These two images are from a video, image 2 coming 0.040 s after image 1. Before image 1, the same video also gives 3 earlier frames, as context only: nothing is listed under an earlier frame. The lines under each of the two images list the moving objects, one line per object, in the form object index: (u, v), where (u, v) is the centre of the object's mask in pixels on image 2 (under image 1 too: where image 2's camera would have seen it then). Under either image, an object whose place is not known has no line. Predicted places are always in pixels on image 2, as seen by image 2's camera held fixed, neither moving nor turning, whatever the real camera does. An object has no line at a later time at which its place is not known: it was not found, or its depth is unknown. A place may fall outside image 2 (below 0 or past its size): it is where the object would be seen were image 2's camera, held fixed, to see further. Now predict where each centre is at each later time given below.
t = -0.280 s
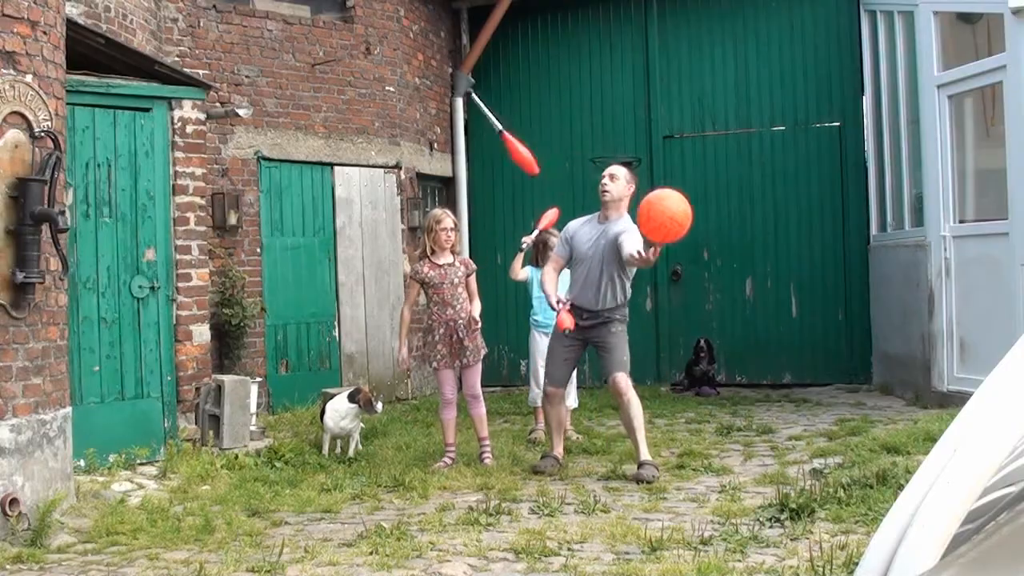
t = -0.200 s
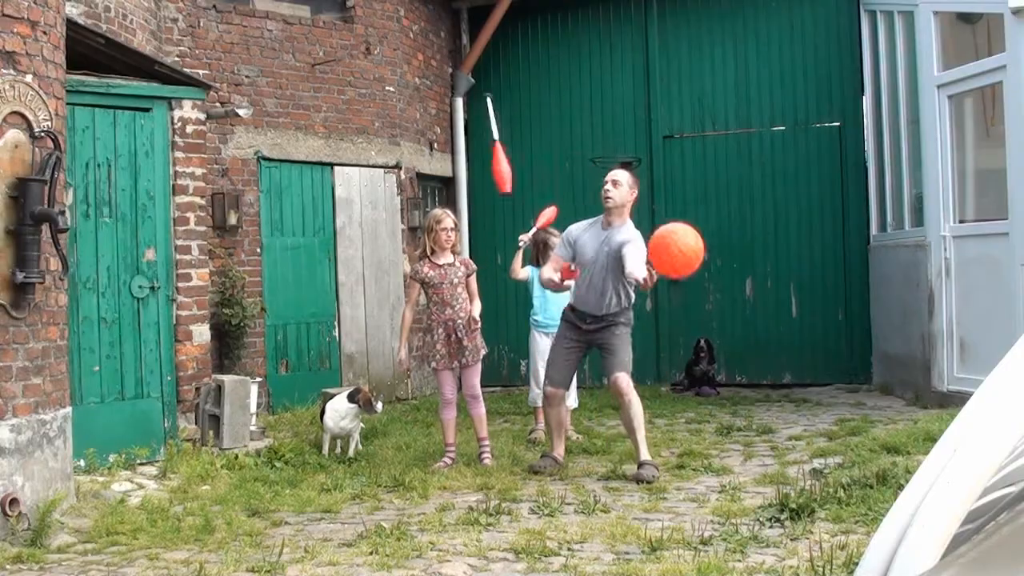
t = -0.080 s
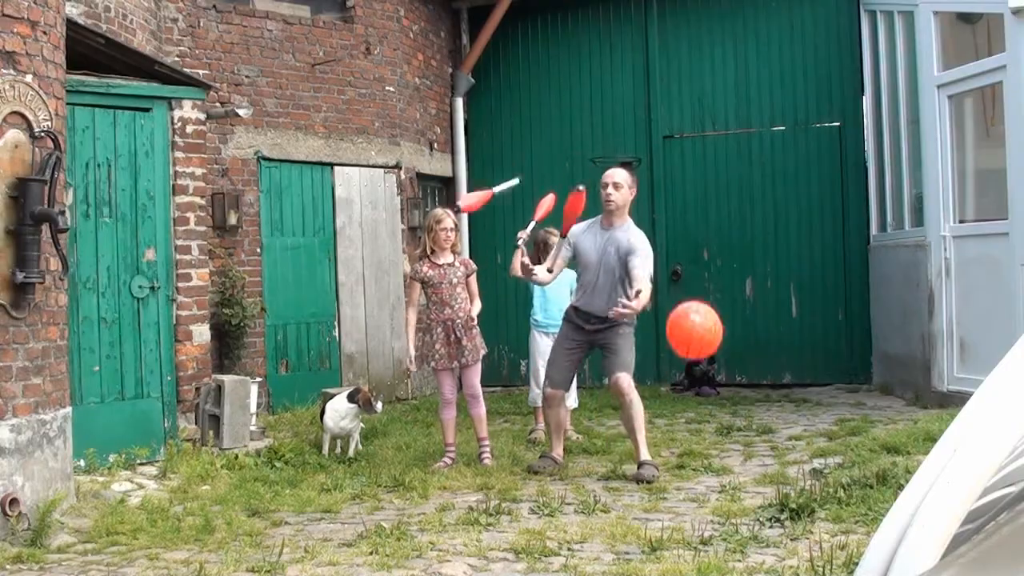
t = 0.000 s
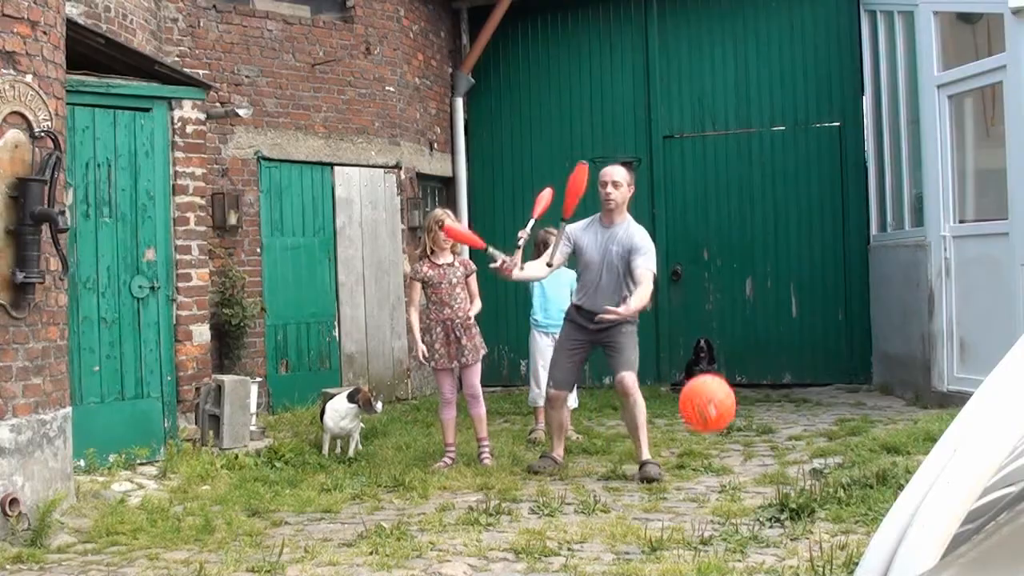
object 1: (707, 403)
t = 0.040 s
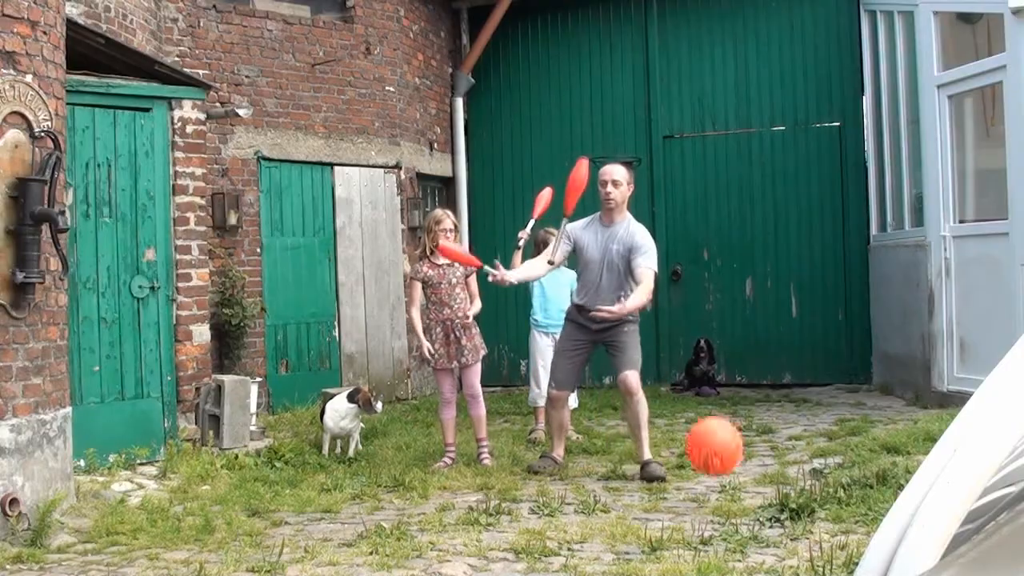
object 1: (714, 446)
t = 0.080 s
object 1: (721, 487)
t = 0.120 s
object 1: (727, 454)
